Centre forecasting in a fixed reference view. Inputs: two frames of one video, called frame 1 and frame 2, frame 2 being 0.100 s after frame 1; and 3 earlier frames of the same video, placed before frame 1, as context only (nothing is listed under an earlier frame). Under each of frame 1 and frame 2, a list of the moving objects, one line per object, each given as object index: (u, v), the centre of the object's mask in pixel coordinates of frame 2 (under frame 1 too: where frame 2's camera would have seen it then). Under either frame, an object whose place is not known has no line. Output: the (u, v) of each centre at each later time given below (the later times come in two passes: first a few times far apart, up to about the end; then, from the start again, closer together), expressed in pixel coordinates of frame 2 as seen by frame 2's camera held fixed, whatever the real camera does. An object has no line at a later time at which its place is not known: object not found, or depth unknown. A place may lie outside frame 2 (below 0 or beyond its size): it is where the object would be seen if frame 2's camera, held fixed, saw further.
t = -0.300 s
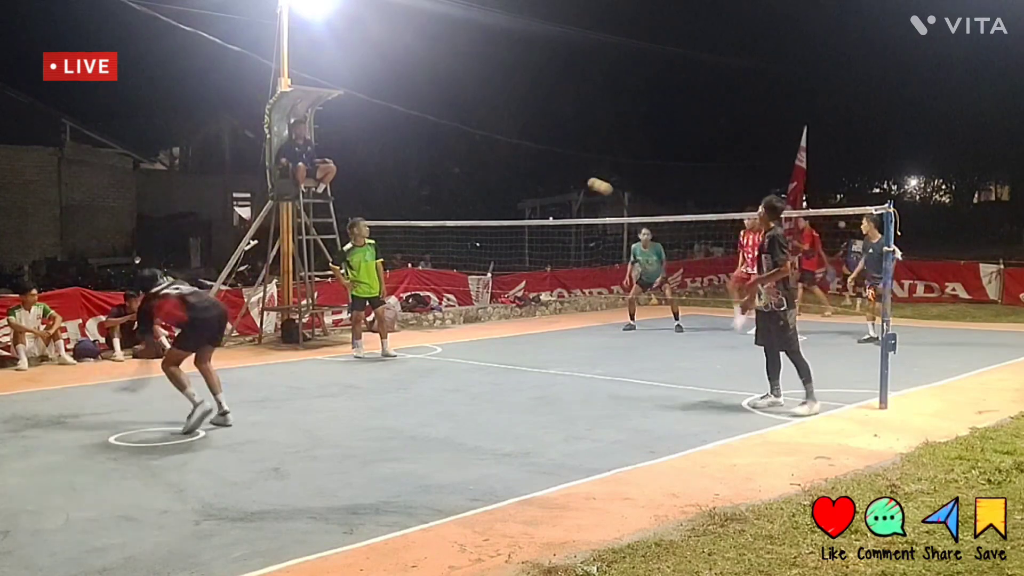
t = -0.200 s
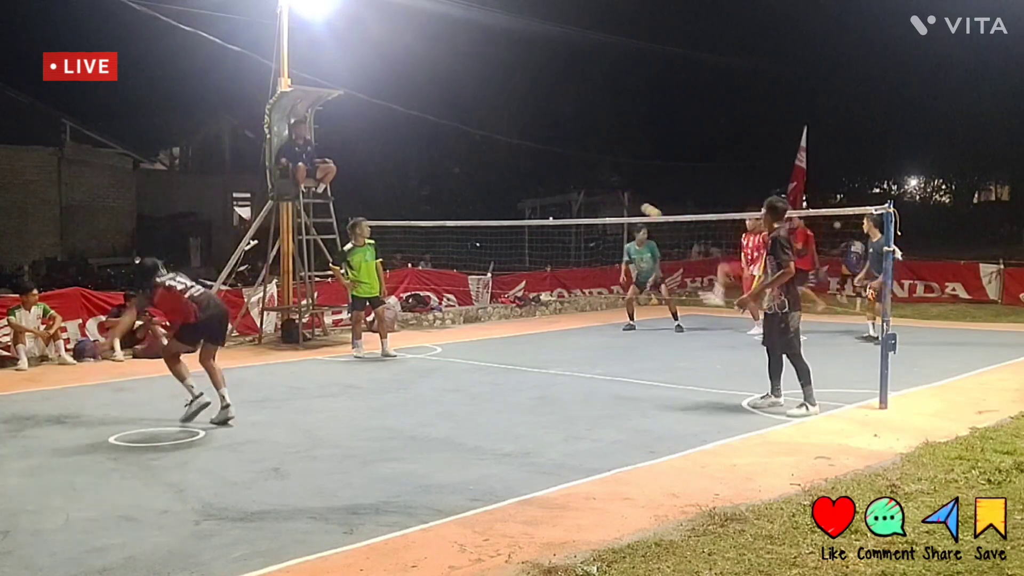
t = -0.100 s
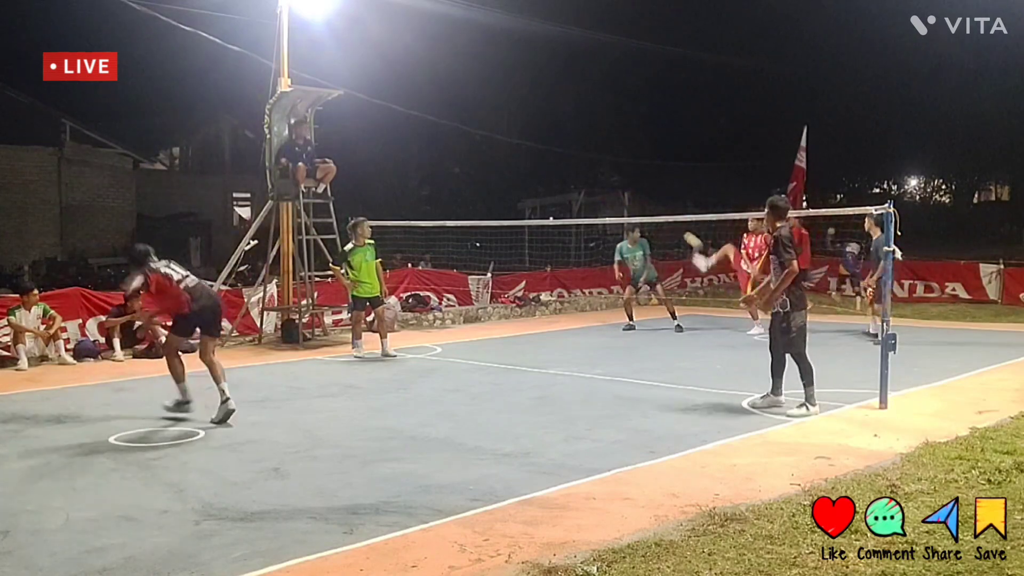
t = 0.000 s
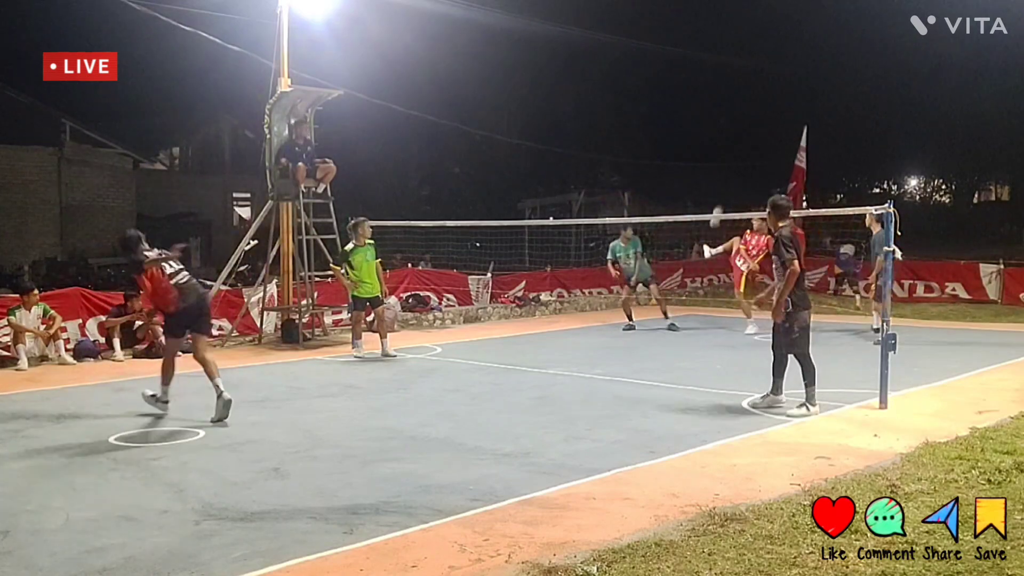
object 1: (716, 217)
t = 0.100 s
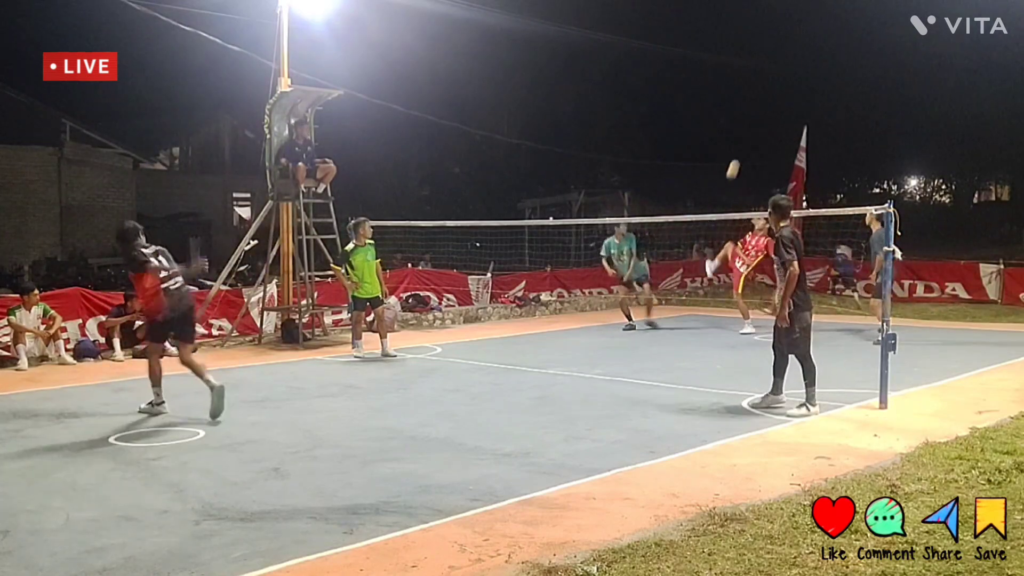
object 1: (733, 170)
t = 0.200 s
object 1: (750, 128)
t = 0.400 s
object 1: (784, 66)
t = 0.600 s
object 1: (820, 34)
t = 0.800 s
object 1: (856, 32)
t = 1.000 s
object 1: (891, 64)
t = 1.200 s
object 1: (925, 129)
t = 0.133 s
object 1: (739, 154)
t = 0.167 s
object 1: (744, 140)
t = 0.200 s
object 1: (750, 128)
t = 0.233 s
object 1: (755, 116)
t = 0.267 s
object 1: (761, 104)
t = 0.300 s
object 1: (767, 93)
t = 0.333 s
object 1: (772, 84)
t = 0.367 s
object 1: (779, 75)
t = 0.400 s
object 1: (784, 66)
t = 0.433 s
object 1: (790, 59)
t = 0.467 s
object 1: (796, 52)
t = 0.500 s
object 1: (802, 46)
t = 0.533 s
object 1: (808, 42)
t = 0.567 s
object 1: (814, 37)
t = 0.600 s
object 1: (820, 34)
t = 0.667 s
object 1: (832, 30)
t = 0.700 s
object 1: (838, 29)
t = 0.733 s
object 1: (843, 29)
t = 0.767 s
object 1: (849, 30)
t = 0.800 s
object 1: (856, 32)
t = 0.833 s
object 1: (861, 35)
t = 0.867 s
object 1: (867, 39)
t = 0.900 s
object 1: (873, 44)
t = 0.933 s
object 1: (879, 49)
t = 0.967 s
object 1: (884, 56)
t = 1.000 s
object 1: (891, 64)
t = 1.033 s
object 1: (896, 72)
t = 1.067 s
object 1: (902, 82)
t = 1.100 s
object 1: (908, 92)
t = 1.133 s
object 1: (913, 103)
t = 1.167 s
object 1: (919, 116)
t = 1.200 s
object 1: (925, 129)
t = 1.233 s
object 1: (930, 143)
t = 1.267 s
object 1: (937, 159)
